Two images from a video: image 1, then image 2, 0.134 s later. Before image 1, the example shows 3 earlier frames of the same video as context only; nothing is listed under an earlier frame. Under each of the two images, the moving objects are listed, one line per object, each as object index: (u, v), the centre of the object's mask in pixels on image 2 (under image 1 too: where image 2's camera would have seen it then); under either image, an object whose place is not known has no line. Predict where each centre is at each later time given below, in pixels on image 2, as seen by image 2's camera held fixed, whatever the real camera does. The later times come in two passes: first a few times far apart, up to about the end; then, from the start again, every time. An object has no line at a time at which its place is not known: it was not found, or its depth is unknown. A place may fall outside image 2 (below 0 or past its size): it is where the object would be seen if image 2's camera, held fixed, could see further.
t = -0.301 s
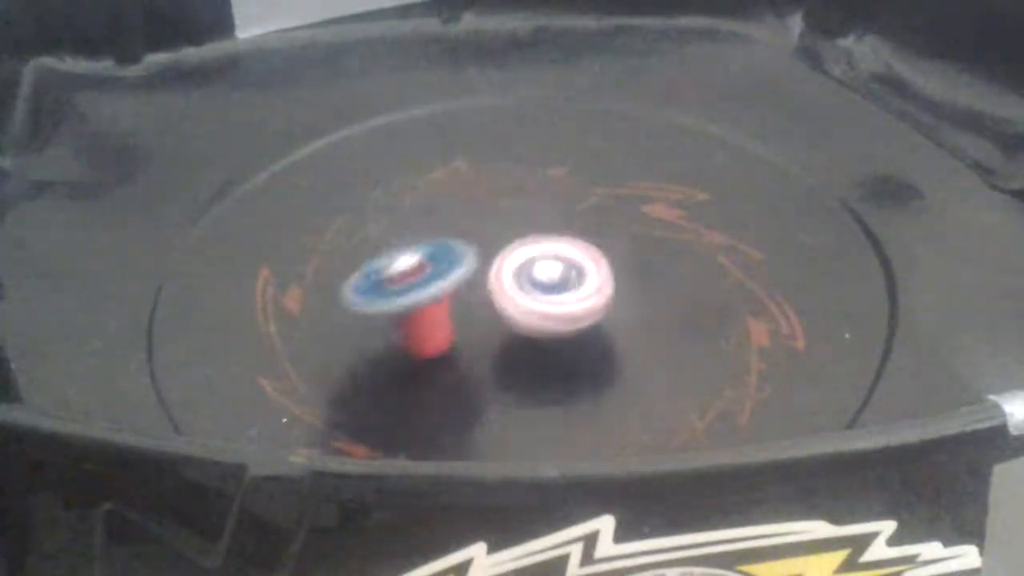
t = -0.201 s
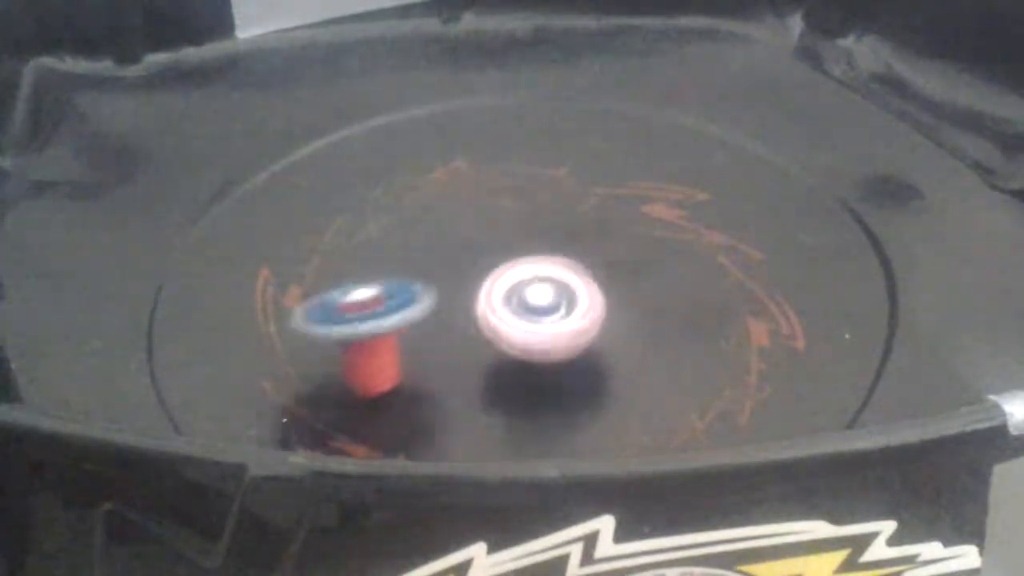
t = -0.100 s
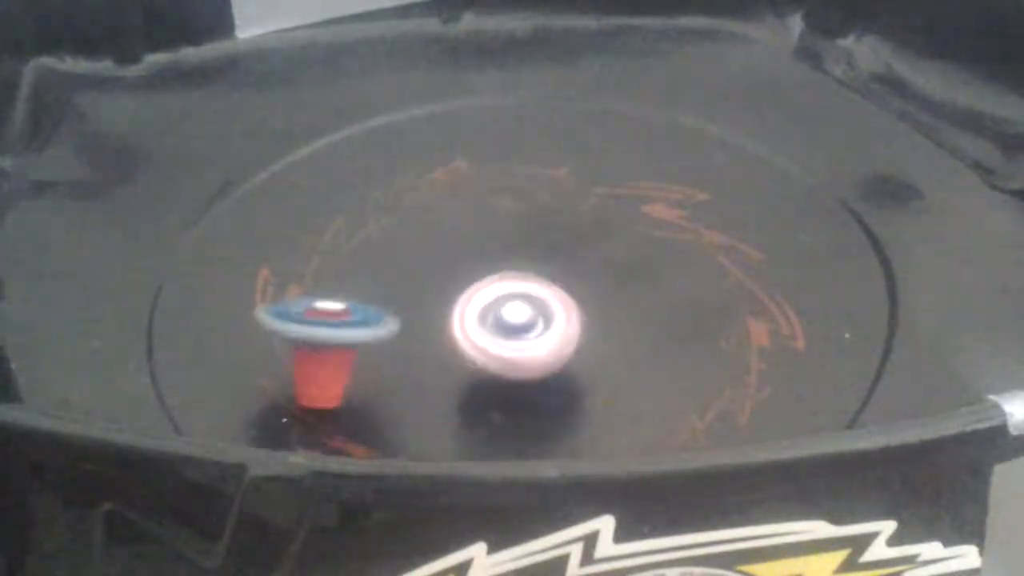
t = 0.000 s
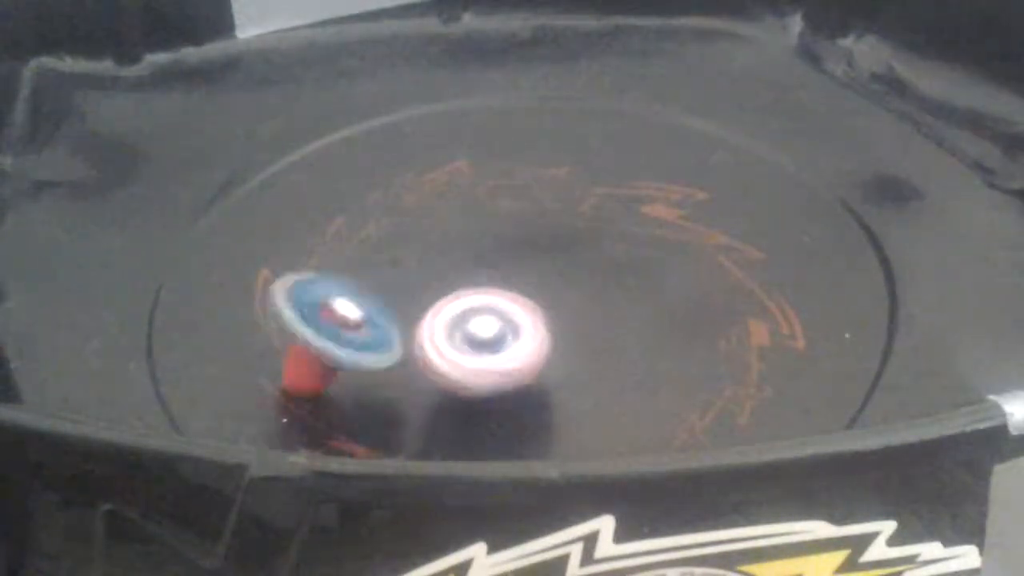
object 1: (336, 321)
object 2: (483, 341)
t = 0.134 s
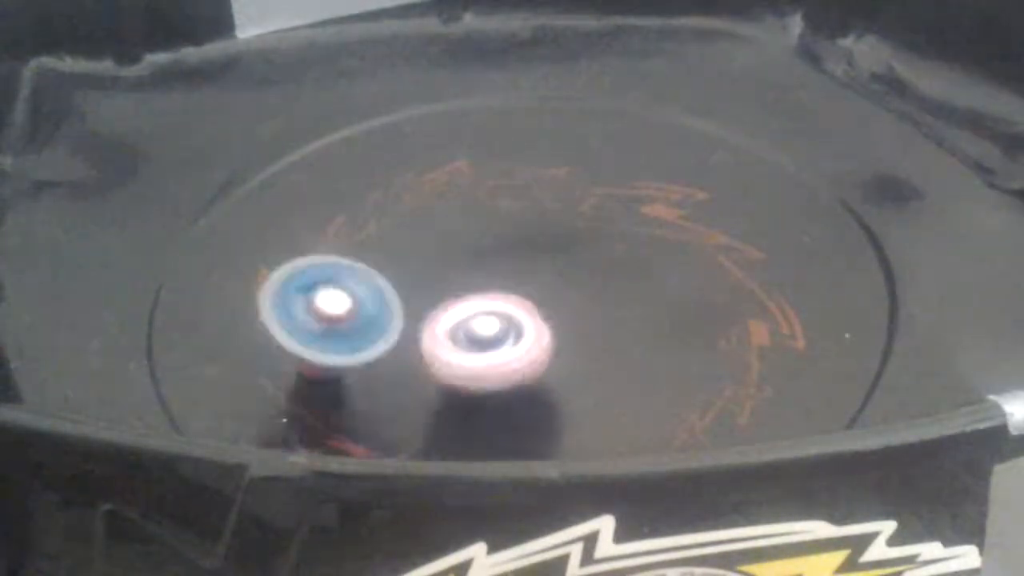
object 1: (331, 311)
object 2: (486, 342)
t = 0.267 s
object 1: (365, 314)
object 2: (494, 336)
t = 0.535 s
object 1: (370, 341)
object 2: (468, 300)
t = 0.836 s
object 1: (385, 316)
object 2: (434, 259)
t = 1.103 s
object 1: (439, 307)
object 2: (377, 252)
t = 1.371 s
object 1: (414, 319)
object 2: (389, 258)
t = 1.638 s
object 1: (423, 310)
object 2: (371, 249)
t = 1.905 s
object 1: (421, 312)
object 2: (409, 249)
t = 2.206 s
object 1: (420, 305)
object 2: (397, 244)
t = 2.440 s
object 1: (394, 312)
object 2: (414, 251)
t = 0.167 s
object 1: (334, 309)
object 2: (489, 341)
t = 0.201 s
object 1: (343, 312)
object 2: (490, 339)
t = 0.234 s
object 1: (353, 313)
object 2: (492, 338)
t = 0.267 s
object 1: (365, 314)
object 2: (494, 336)
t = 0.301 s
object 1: (372, 315)
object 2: (495, 335)
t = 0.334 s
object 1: (375, 316)
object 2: (490, 331)
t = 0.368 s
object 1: (369, 328)
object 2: (491, 322)
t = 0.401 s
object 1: (368, 333)
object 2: (487, 315)
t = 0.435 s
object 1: (369, 338)
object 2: (485, 313)
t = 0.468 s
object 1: (367, 340)
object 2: (480, 309)
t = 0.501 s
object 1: (371, 341)
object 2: (473, 304)
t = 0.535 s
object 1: (370, 341)
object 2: (468, 300)
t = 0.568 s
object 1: (372, 340)
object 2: (463, 297)
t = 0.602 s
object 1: (366, 342)
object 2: (459, 290)
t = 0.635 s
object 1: (362, 342)
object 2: (453, 287)
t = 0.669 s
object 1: (361, 340)
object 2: (447, 283)
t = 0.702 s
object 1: (364, 339)
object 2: (440, 281)
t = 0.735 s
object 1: (368, 335)
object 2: (437, 277)
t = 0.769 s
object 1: (372, 331)
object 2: (435, 273)
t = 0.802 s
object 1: (379, 326)
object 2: (433, 267)
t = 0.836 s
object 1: (385, 316)
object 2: (434, 259)
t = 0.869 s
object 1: (392, 314)
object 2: (429, 252)
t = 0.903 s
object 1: (400, 309)
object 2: (417, 240)
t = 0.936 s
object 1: (408, 308)
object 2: (406, 236)
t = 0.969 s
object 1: (419, 303)
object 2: (388, 235)
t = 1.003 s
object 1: (426, 302)
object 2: (379, 238)
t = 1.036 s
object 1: (433, 301)
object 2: (373, 243)
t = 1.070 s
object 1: (435, 304)
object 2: (371, 247)
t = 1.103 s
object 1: (439, 307)
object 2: (377, 252)
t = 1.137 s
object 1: (443, 309)
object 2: (379, 253)
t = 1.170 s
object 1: (440, 310)
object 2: (381, 256)
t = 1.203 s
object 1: (440, 328)
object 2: (383, 257)
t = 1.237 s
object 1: (431, 313)
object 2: (386, 259)
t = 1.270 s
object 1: (424, 315)
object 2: (385, 259)
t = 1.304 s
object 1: (421, 318)
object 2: (387, 259)
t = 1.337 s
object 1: (417, 319)
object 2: (388, 259)
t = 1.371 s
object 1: (414, 319)
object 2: (389, 258)
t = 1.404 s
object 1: (414, 318)
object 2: (388, 259)
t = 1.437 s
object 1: (420, 317)
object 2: (388, 258)
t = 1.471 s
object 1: (426, 314)
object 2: (383, 255)
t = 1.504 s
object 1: (422, 309)
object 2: (380, 250)
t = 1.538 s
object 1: (419, 304)
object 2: (380, 246)
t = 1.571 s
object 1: (421, 303)
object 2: (377, 247)
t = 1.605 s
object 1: (423, 305)
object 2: (373, 250)
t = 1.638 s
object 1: (423, 310)
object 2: (371, 249)
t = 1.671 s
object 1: (428, 312)
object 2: (374, 255)
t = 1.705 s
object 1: (430, 310)
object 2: (378, 256)
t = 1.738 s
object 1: (429, 310)
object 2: (387, 254)
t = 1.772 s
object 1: (425, 310)
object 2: (399, 253)
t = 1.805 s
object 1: (425, 313)
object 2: (405, 254)
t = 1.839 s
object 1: (424, 313)
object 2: (407, 254)
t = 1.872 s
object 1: (424, 313)
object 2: (408, 252)
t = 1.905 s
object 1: (421, 312)
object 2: (409, 249)
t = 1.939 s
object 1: (419, 310)
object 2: (407, 245)
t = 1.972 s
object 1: (414, 307)
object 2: (409, 242)
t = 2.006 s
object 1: (415, 308)
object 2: (407, 240)
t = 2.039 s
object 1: (416, 307)
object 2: (403, 237)
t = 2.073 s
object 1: (418, 307)
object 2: (398, 236)
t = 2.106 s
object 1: (419, 305)
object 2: (396, 236)
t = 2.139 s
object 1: (422, 305)
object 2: (394, 239)
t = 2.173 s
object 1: (421, 304)
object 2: (396, 240)
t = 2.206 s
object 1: (420, 305)
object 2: (397, 244)
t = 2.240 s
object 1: (419, 307)
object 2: (400, 247)
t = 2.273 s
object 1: (417, 309)
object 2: (402, 249)
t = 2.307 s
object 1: (413, 312)
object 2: (405, 252)
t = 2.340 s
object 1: (405, 313)
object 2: (408, 253)
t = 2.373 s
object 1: (400, 314)
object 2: (410, 254)
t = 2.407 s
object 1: (396, 313)
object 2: (412, 253)
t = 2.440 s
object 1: (394, 312)
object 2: (414, 251)
